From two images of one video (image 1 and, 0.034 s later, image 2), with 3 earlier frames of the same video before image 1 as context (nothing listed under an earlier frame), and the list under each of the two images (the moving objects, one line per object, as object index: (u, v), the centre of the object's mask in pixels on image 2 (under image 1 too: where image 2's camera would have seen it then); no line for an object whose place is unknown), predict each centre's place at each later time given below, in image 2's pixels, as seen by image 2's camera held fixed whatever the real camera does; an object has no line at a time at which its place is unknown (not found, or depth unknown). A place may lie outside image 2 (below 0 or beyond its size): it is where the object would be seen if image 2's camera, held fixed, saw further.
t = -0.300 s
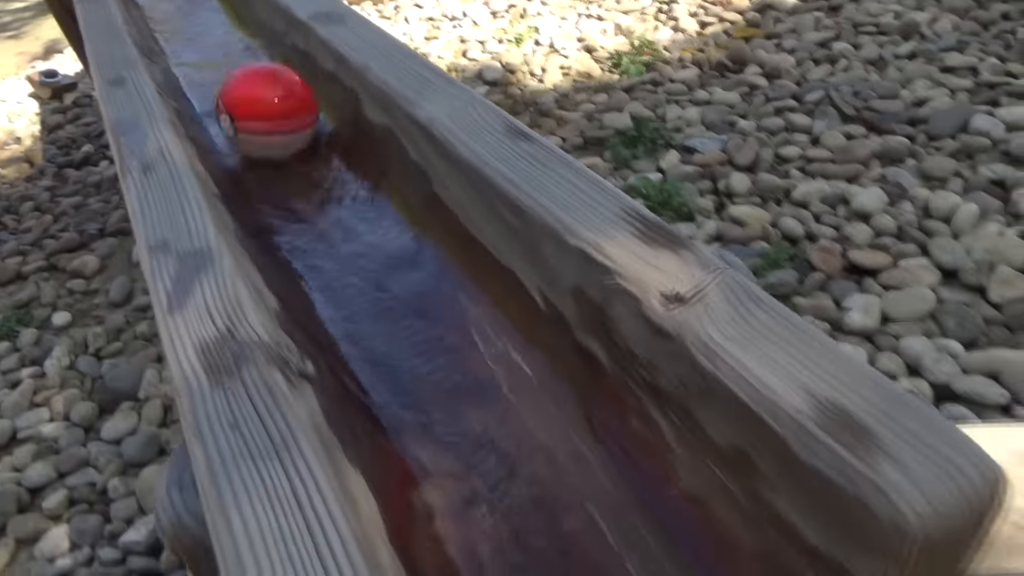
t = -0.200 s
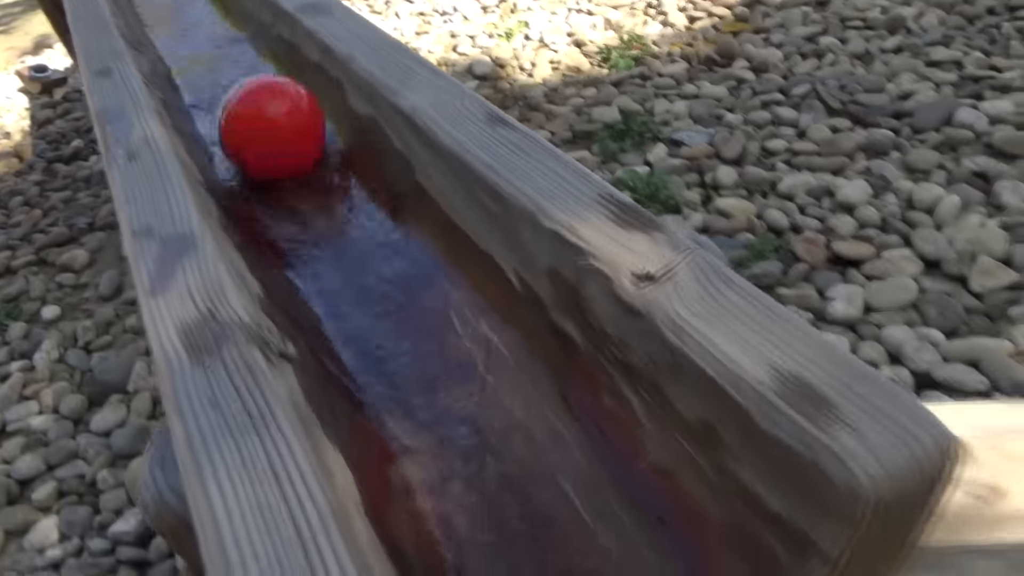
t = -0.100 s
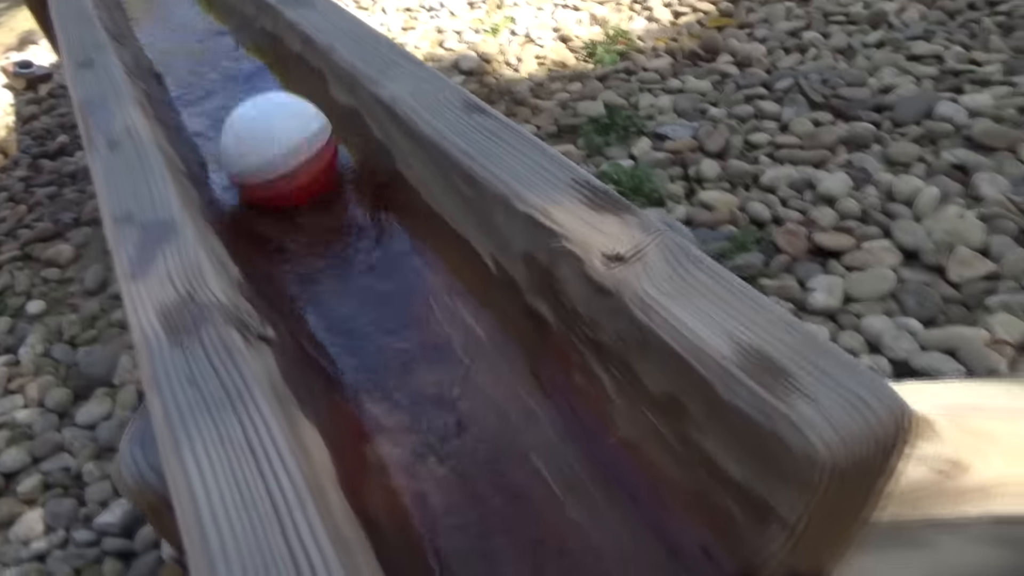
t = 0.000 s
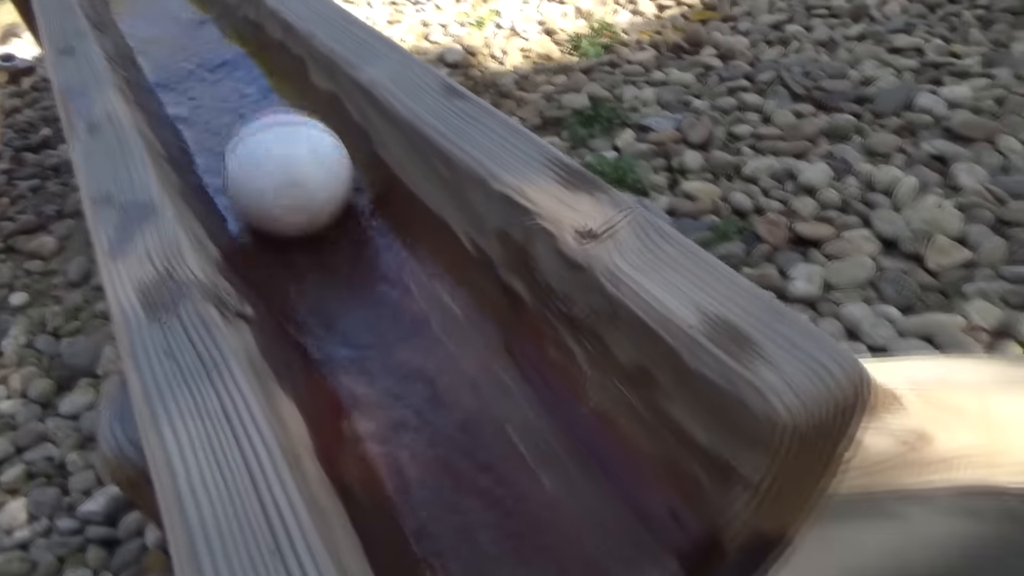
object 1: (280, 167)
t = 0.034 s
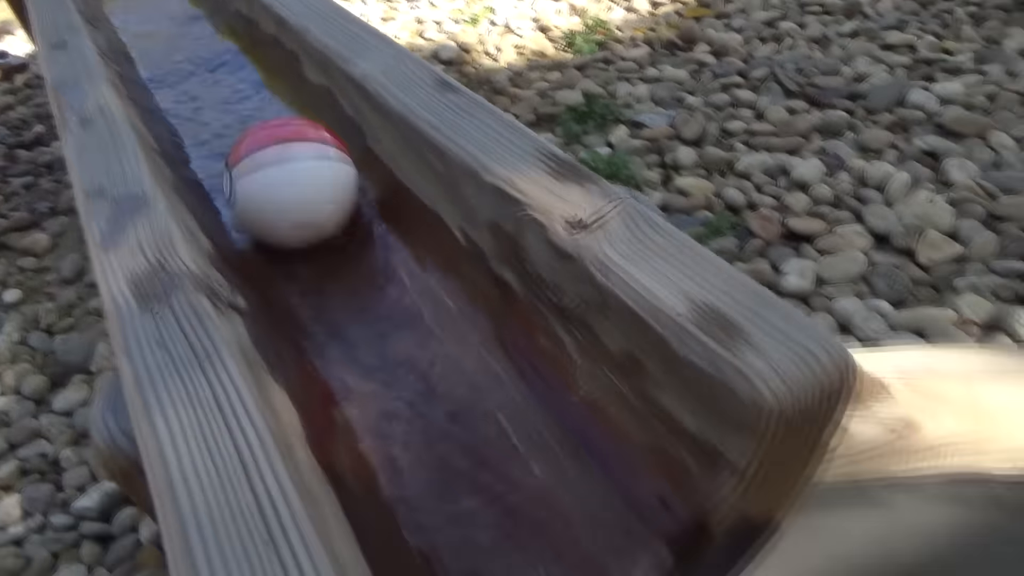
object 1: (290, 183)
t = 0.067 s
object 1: (302, 197)
